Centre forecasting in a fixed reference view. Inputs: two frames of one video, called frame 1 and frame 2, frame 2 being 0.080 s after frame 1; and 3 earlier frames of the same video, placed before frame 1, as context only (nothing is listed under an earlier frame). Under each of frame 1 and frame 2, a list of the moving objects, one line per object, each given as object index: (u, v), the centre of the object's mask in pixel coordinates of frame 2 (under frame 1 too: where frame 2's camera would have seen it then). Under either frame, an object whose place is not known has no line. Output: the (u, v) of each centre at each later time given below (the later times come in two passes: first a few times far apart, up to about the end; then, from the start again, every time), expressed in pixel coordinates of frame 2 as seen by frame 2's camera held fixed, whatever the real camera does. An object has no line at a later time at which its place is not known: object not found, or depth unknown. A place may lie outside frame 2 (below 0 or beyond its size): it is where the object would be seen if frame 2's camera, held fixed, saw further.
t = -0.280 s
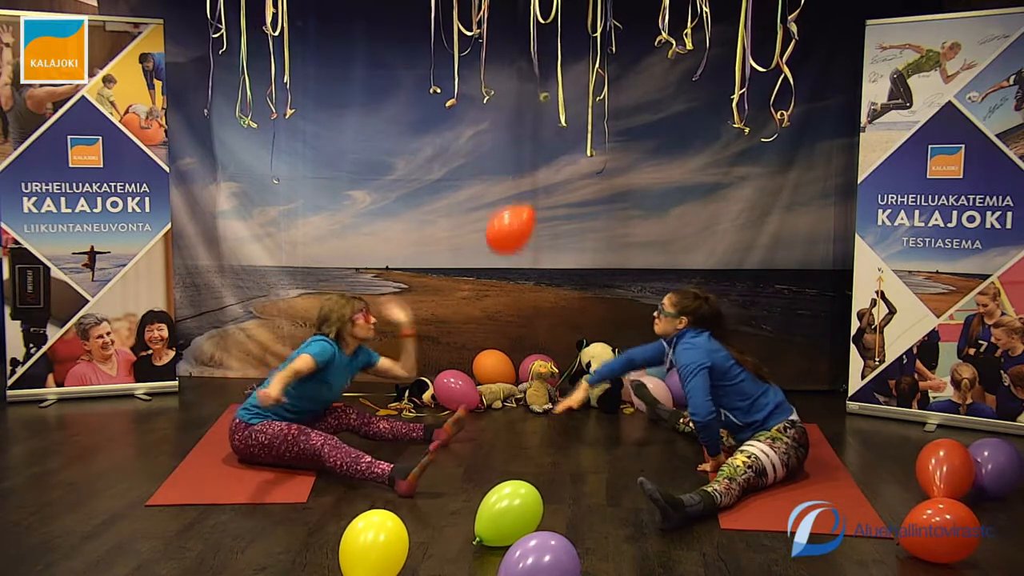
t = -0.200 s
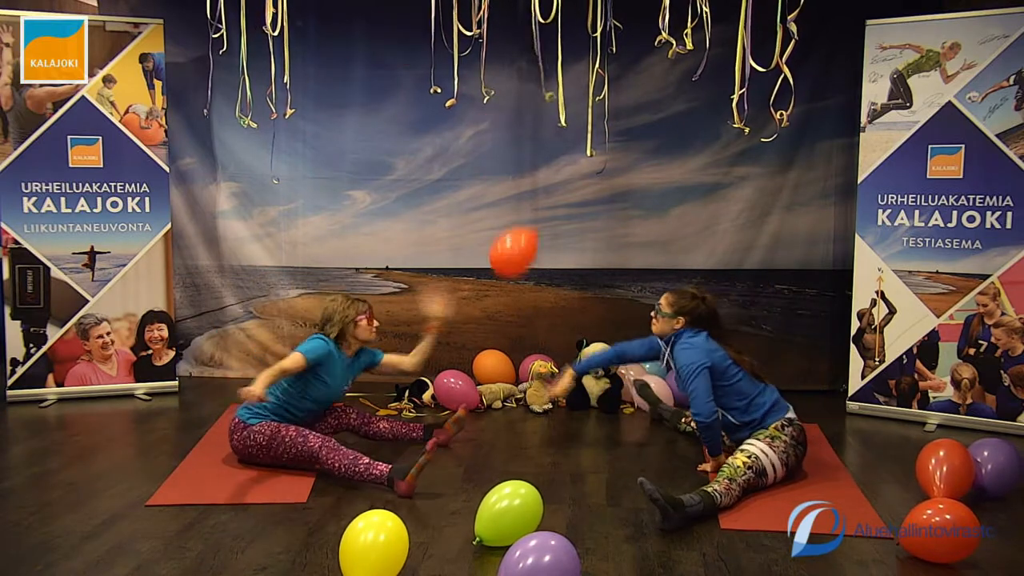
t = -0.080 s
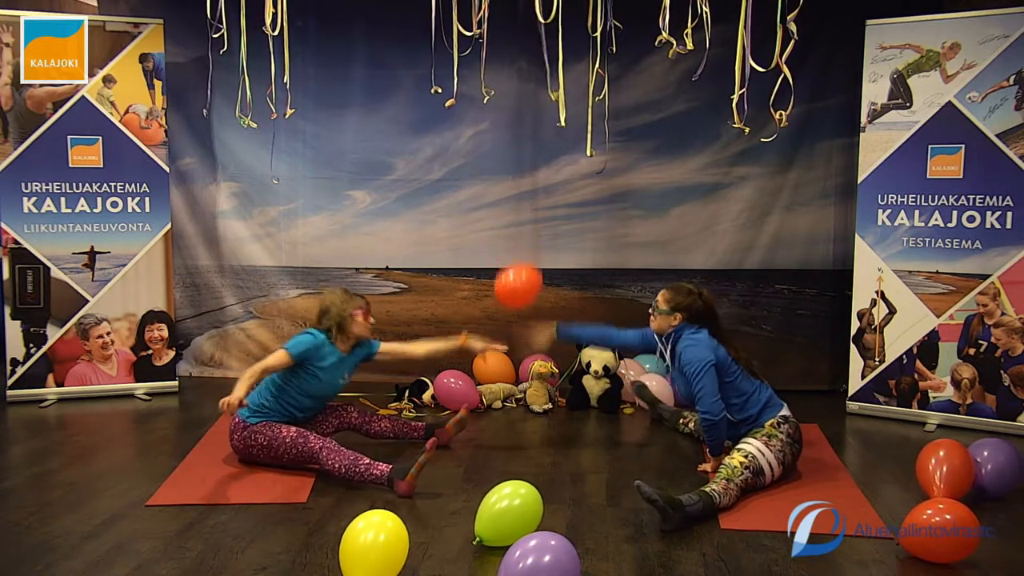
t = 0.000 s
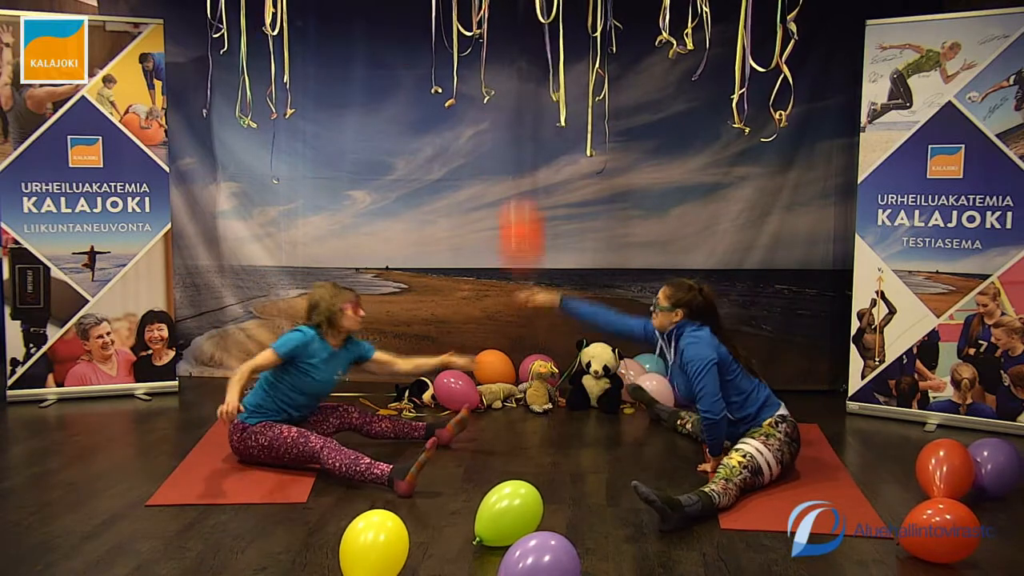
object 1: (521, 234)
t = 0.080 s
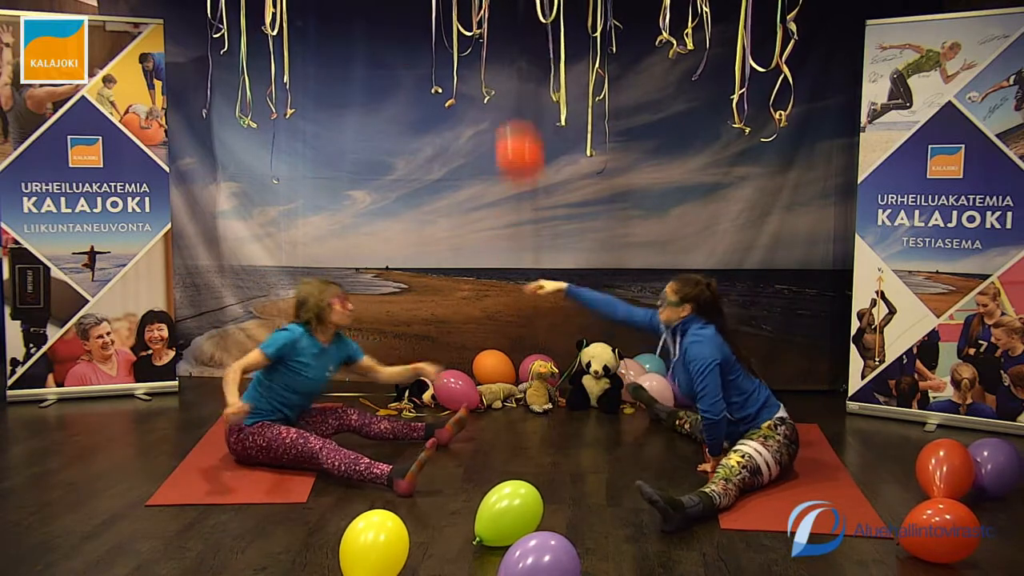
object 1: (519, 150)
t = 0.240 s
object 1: (505, 75)
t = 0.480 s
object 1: (502, 44)
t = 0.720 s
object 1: (512, 34)
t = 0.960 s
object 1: (520, 49)
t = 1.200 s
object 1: (530, 88)
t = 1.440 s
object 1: (541, 144)
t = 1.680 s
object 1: (553, 205)
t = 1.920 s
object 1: (567, 275)
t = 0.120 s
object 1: (516, 123)
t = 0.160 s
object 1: (513, 102)
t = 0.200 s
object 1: (509, 86)
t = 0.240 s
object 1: (505, 75)
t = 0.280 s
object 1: (503, 66)
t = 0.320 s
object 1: (501, 60)
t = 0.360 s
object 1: (500, 55)
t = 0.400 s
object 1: (500, 51)
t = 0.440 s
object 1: (501, 47)
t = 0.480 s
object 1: (502, 44)
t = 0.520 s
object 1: (504, 42)
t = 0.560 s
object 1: (506, 39)
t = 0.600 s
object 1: (508, 37)
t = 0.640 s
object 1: (509, 36)
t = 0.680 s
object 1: (511, 35)
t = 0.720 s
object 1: (512, 34)
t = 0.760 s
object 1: (514, 35)
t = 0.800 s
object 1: (515, 36)
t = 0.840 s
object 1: (516, 38)
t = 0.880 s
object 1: (517, 41)
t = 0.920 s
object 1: (519, 44)
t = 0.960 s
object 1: (520, 49)
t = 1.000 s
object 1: (521, 54)
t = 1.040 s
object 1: (523, 60)
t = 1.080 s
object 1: (525, 66)
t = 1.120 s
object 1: (527, 73)
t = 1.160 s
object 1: (528, 81)
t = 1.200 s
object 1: (530, 88)
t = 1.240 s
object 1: (532, 97)
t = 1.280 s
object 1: (534, 106)
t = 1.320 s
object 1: (536, 115)
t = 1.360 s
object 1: (538, 124)
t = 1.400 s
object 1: (540, 134)
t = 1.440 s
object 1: (541, 144)
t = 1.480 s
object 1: (543, 154)
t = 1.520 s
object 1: (545, 164)
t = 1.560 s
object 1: (547, 174)
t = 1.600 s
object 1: (548, 184)
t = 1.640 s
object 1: (550, 194)
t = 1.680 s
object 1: (553, 205)
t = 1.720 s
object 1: (555, 215)
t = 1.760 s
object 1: (557, 227)
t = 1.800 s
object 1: (559, 237)
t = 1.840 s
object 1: (562, 250)
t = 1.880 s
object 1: (564, 262)
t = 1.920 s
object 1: (567, 275)
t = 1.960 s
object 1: (570, 288)
